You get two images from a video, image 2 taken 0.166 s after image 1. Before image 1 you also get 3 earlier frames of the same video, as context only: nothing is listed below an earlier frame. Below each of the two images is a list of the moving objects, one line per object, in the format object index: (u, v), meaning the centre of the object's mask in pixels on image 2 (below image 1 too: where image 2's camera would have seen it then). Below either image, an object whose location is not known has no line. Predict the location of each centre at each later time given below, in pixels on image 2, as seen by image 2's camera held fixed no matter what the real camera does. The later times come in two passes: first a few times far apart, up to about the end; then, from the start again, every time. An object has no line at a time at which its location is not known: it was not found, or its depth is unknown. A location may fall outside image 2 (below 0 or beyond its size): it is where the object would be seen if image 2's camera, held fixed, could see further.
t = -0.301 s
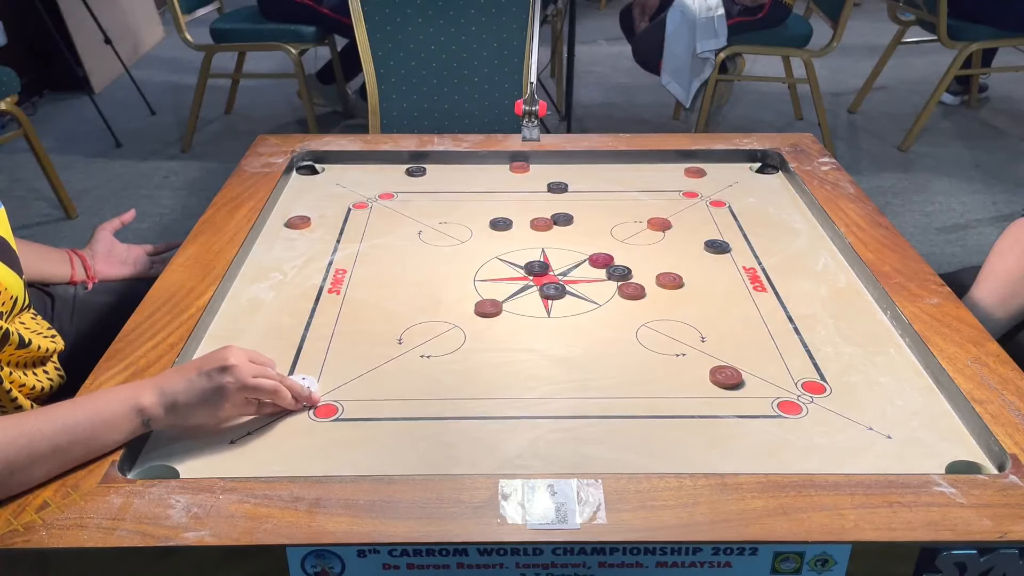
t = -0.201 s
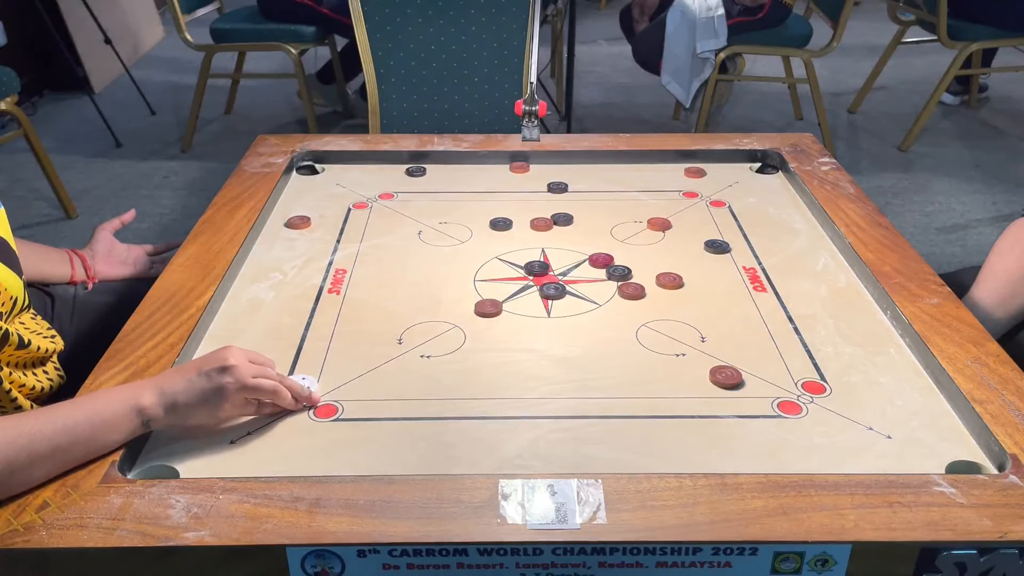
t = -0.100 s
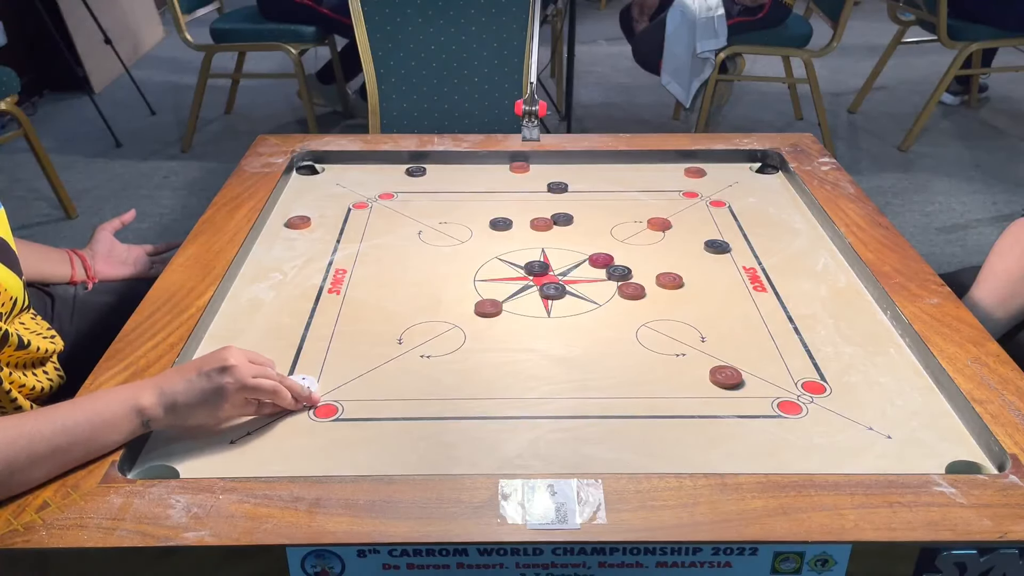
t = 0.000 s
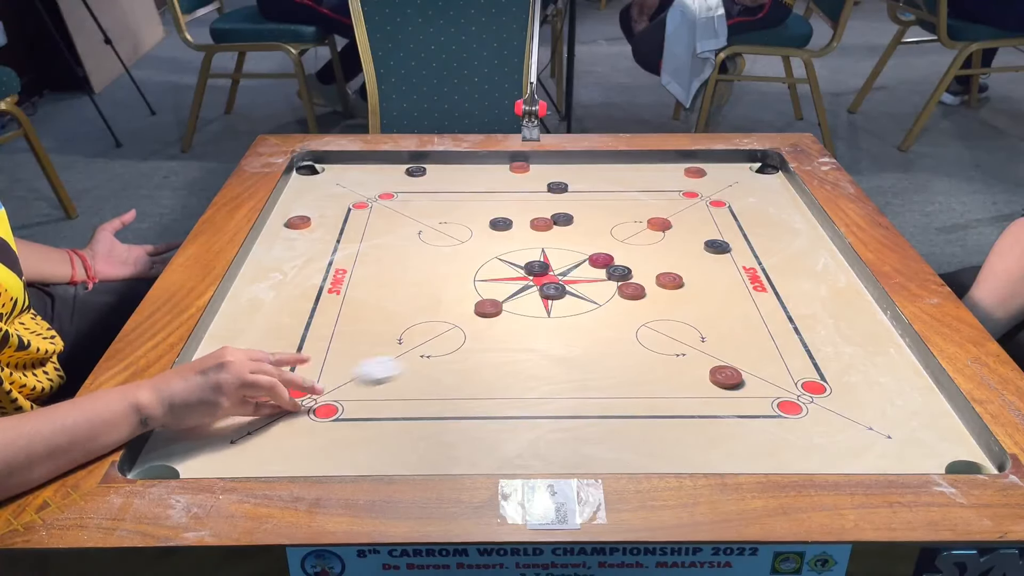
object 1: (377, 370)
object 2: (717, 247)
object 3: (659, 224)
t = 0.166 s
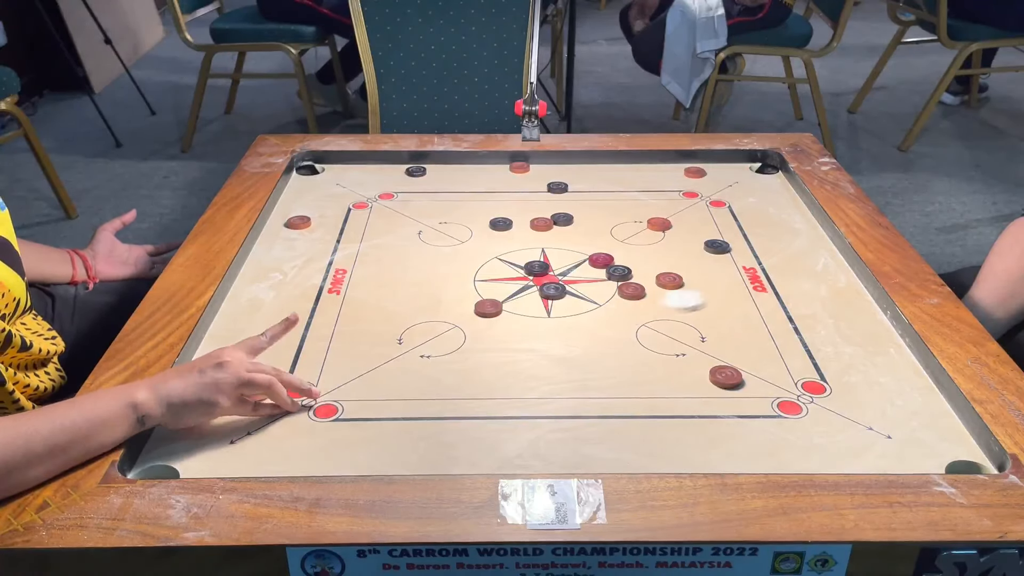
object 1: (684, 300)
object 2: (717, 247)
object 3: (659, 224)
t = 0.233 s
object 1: (784, 278)
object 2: (717, 247)
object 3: (659, 224)
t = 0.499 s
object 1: (625, 249)
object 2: (585, 241)
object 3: (581, 176)
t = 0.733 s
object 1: (506, 235)
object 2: (456, 252)
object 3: (486, 201)
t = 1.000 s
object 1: (418, 234)
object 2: (340, 263)
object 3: (378, 238)
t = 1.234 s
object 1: (372, 234)
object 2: (271, 271)
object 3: (300, 265)
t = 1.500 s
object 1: (350, 235)
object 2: (251, 273)
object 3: (278, 286)
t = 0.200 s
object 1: (734, 288)
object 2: (717, 247)
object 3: (659, 224)
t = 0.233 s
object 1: (784, 278)
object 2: (717, 247)
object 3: (659, 224)
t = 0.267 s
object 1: (828, 268)
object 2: (717, 247)
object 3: (659, 224)
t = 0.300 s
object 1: (791, 261)
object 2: (717, 247)
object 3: (659, 224)
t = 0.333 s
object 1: (746, 254)
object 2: (715, 246)
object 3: (659, 224)
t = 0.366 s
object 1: (720, 253)
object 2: (671, 234)
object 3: (658, 223)
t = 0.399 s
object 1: (695, 251)
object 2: (648, 236)
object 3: (637, 211)
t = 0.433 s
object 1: (672, 250)
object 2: (627, 237)
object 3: (617, 198)
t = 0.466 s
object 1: (648, 249)
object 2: (606, 239)
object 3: (598, 187)
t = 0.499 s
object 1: (625, 249)
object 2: (585, 241)
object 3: (581, 176)
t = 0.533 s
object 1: (605, 247)
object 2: (565, 243)
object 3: (565, 167)
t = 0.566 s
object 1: (588, 245)
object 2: (546, 244)
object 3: (554, 173)
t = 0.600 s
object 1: (570, 243)
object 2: (526, 246)
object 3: (542, 180)
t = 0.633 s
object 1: (553, 241)
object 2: (508, 248)
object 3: (529, 186)
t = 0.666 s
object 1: (537, 239)
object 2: (490, 249)
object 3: (514, 191)
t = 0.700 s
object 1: (520, 237)
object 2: (472, 251)
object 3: (500, 196)
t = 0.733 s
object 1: (506, 235)
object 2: (456, 252)
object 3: (486, 201)
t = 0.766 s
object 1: (494, 235)
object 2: (439, 254)
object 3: (472, 205)
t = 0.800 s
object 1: (481, 235)
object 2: (423, 255)
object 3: (458, 210)
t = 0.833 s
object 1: (469, 235)
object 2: (408, 257)
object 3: (444, 215)
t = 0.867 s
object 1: (458, 234)
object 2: (393, 258)
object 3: (431, 220)
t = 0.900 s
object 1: (446, 234)
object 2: (379, 260)
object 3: (417, 224)
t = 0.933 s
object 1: (437, 234)
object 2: (365, 261)
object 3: (404, 229)
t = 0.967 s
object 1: (427, 234)
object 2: (352, 262)
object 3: (391, 233)
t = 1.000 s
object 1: (418, 234)
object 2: (340, 263)
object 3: (378, 238)
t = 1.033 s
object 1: (410, 233)
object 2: (328, 265)
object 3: (366, 242)
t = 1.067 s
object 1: (401, 234)
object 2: (317, 266)
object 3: (354, 246)
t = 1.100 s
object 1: (395, 233)
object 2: (306, 267)
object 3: (342, 250)
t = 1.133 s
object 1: (388, 233)
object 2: (296, 268)
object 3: (331, 255)
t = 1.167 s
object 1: (382, 233)
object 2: (287, 269)
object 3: (320, 258)
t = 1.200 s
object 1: (377, 233)
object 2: (278, 270)
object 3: (309, 262)
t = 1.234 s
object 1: (372, 234)
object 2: (271, 271)
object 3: (300, 265)
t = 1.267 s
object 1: (367, 233)
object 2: (263, 271)
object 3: (291, 269)
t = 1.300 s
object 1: (363, 233)
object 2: (255, 272)
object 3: (285, 271)
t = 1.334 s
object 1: (359, 233)
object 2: (251, 273)
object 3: (279, 274)
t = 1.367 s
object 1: (356, 234)
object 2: (250, 273)
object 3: (278, 277)
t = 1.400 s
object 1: (354, 234)
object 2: (250, 274)
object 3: (278, 280)
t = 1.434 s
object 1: (352, 234)
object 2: (250, 274)
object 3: (278, 282)
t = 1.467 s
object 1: (351, 235)
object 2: (250, 274)
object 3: (278, 284)
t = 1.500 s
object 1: (350, 235)
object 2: (251, 273)
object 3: (278, 286)
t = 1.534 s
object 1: (350, 235)
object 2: (250, 274)
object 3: (278, 287)
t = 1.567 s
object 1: (350, 235)
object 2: (251, 274)
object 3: (278, 288)
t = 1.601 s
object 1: (350, 235)
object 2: (251, 274)
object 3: (277, 288)
